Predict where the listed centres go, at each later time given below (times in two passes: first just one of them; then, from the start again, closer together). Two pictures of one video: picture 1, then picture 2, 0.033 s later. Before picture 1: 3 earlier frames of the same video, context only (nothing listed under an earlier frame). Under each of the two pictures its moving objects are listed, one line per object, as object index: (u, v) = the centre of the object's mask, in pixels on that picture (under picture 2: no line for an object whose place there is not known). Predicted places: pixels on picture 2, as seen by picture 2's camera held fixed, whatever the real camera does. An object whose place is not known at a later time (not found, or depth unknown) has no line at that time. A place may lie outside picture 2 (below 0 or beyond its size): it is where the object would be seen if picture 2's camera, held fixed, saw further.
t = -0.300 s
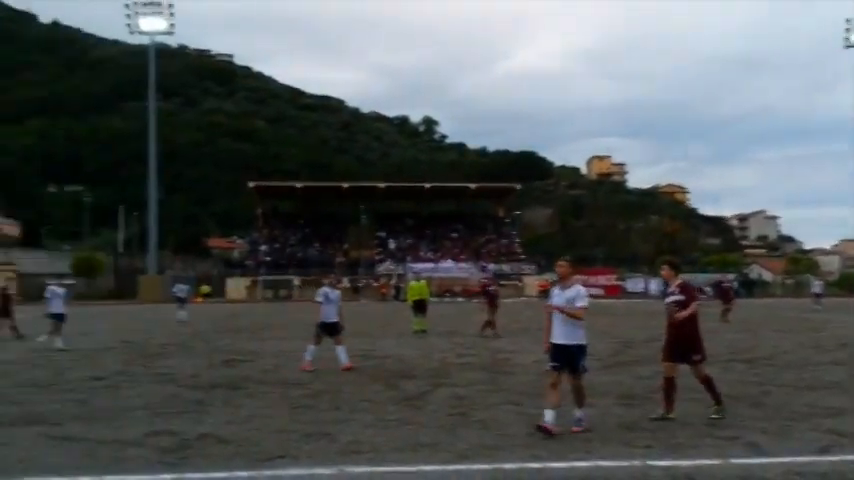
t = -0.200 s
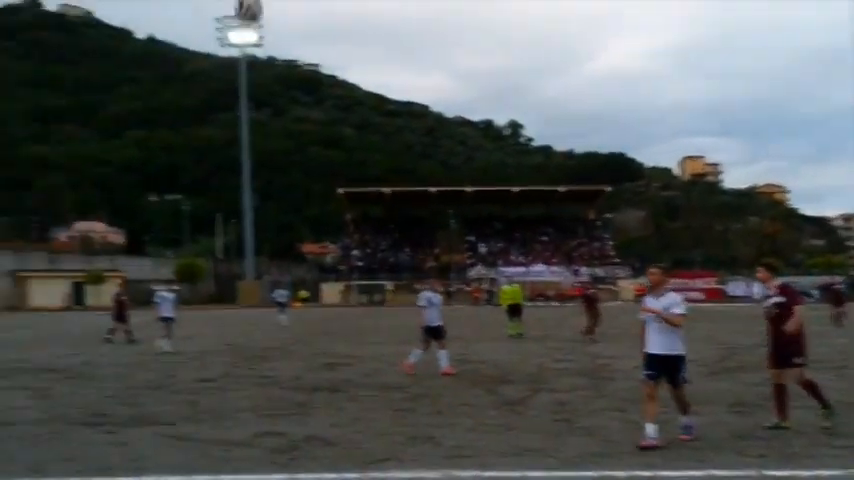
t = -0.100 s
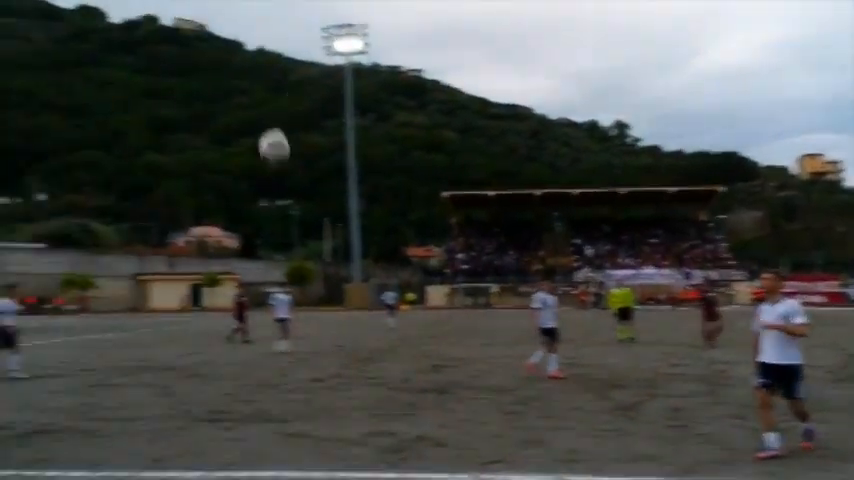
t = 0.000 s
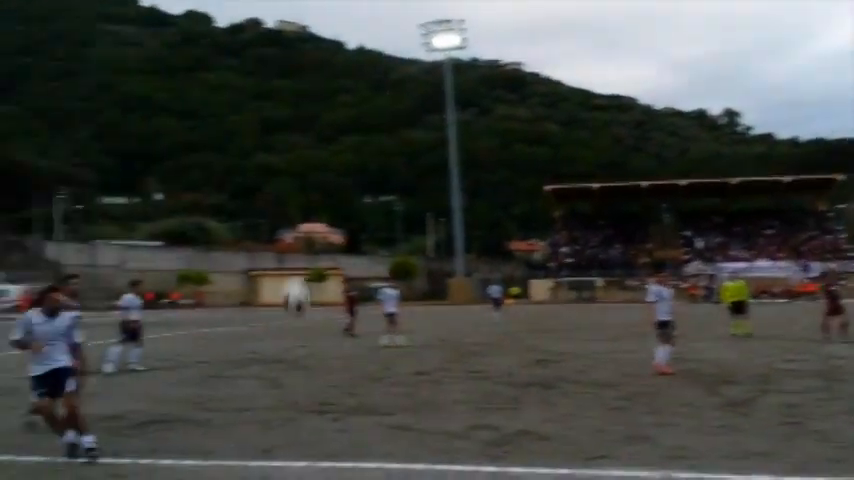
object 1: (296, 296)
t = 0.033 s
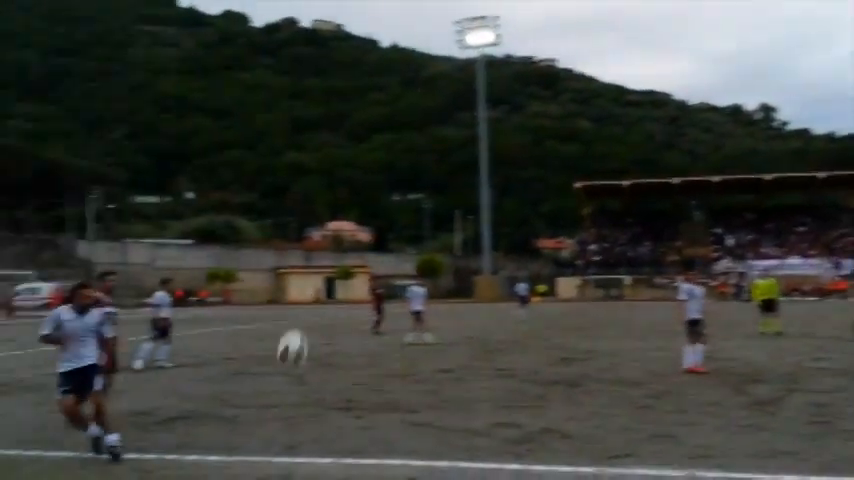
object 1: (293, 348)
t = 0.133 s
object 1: (210, 472)
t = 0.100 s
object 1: (229, 467)
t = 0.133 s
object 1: (210, 472)
